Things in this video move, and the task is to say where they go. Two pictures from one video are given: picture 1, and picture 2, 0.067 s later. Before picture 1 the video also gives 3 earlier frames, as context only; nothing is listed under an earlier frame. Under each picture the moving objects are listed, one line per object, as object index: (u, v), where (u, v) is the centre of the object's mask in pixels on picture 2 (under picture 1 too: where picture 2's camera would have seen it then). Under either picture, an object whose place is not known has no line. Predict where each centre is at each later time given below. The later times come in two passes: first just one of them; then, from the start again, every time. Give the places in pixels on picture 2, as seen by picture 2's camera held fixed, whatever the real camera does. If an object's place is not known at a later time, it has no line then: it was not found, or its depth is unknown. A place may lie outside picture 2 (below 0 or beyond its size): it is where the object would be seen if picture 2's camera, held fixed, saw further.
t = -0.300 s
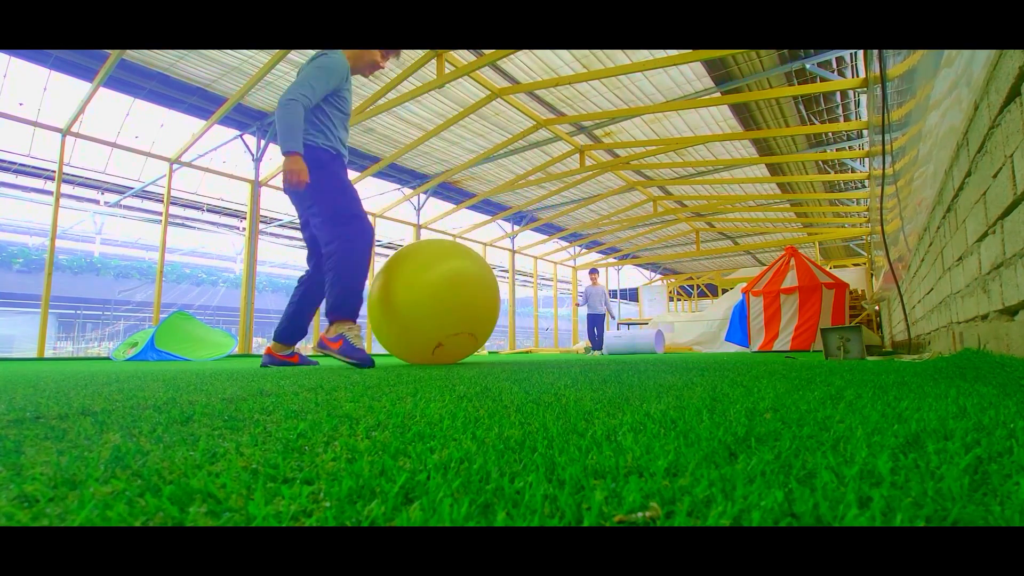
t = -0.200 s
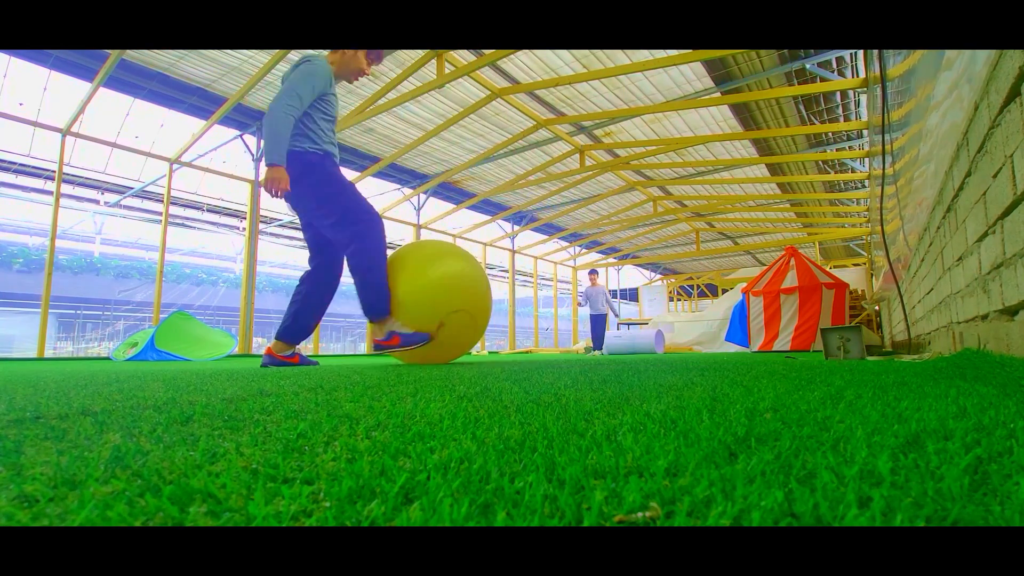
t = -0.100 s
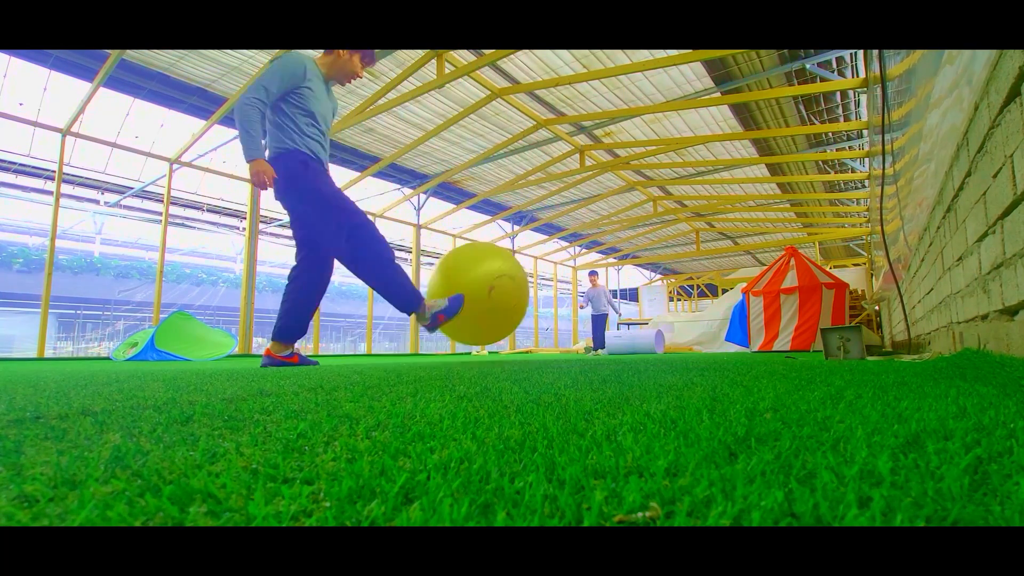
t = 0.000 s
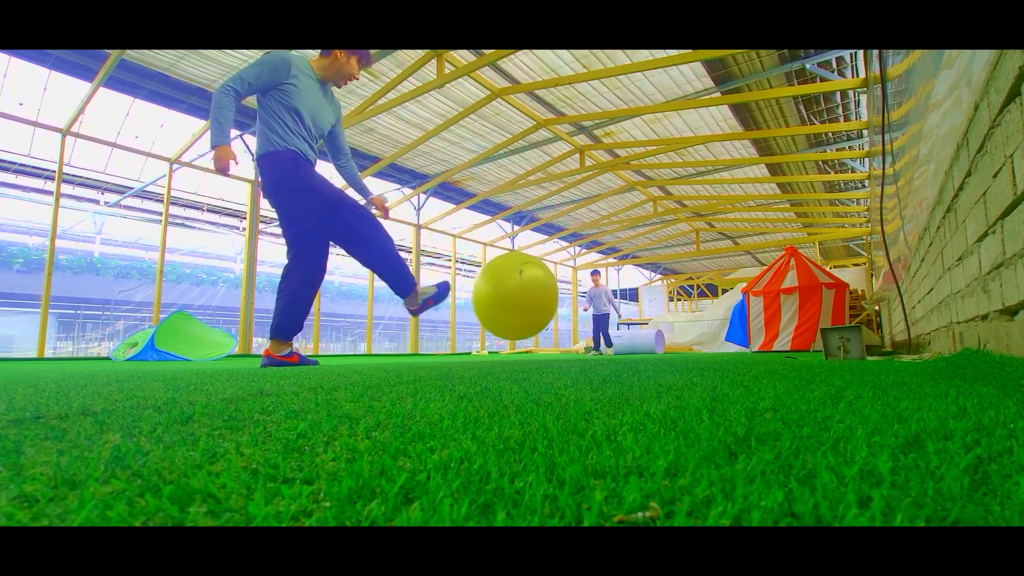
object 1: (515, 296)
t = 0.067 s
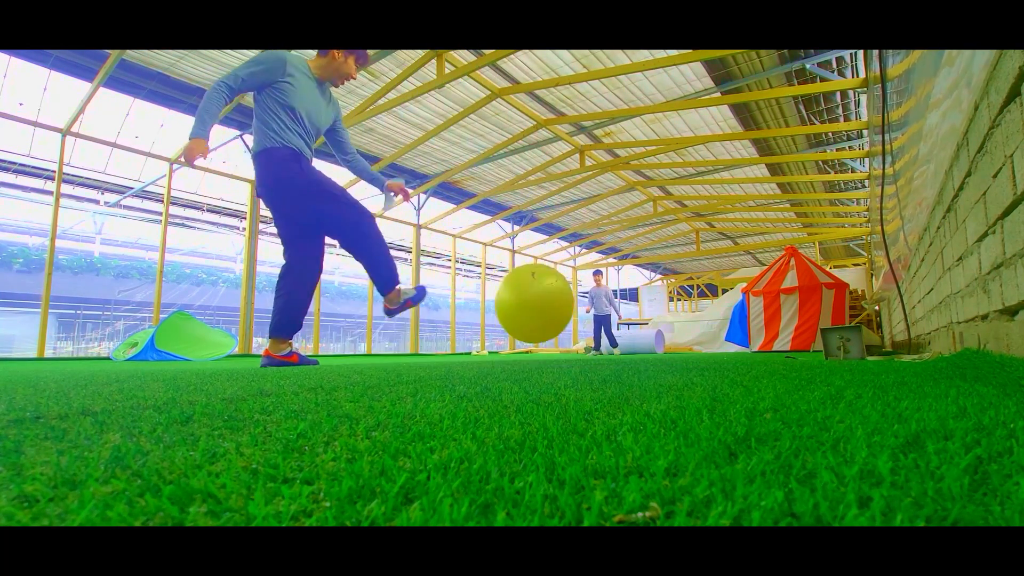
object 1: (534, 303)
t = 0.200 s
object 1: (564, 326)
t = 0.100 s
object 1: (542, 308)
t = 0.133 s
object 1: (550, 314)
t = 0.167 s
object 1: (557, 320)
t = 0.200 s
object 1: (564, 326)
